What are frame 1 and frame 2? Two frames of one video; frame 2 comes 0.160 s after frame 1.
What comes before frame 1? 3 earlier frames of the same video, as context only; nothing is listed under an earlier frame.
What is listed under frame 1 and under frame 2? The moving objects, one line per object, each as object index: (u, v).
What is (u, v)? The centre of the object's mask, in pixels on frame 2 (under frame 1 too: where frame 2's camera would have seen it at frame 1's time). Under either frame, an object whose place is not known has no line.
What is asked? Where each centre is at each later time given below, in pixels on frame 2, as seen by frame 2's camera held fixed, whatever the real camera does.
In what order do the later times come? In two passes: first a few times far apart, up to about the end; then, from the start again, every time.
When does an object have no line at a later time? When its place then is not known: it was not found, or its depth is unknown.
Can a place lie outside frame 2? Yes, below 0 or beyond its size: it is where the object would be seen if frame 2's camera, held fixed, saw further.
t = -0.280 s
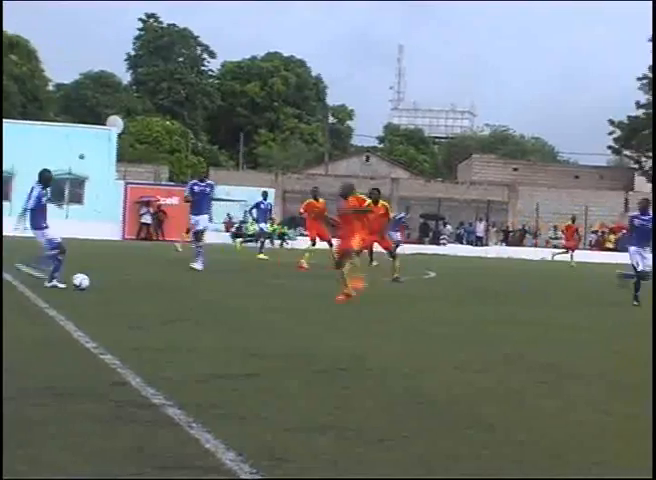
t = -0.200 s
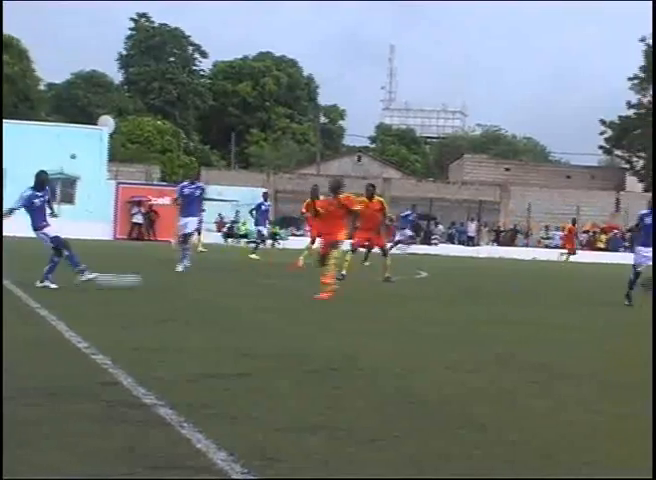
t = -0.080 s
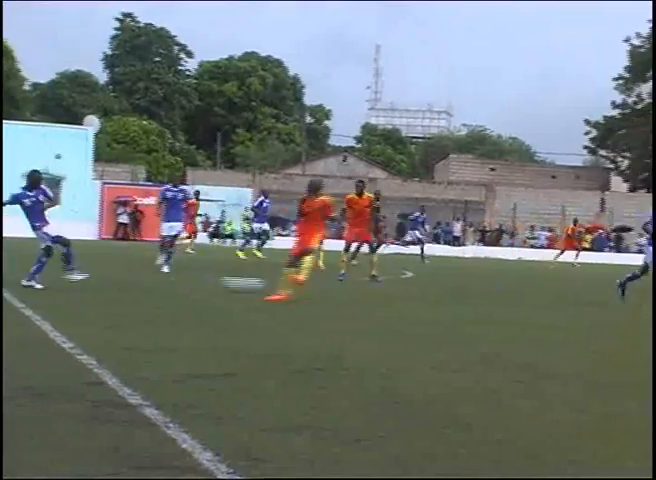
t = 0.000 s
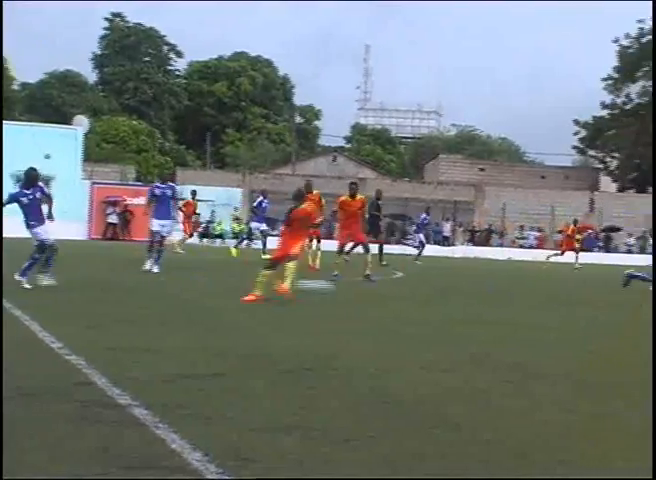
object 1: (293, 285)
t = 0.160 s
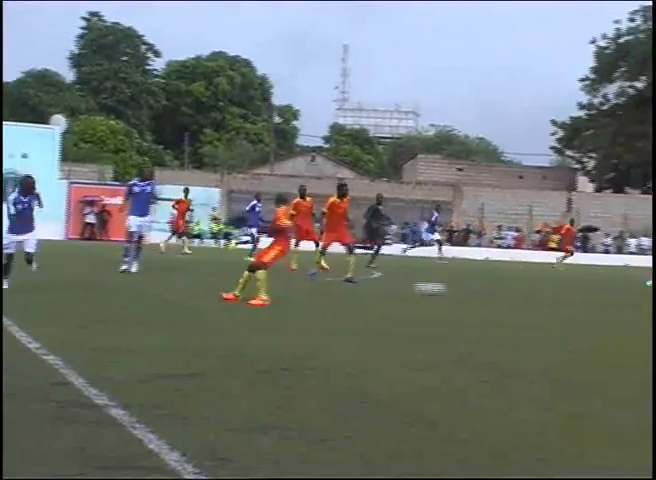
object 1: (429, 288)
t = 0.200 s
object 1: (459, 287)
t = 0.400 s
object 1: (587, 291)
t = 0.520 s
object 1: (648, 290)
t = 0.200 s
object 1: (459, 287)
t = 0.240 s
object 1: (486, 285)
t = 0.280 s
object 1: (513, 285)
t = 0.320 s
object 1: (540, 286)
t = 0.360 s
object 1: (564, 288)
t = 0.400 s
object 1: (587, 291)
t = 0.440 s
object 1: (608, 290)
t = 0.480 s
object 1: (629, 290)
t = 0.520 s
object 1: (648, 290)
